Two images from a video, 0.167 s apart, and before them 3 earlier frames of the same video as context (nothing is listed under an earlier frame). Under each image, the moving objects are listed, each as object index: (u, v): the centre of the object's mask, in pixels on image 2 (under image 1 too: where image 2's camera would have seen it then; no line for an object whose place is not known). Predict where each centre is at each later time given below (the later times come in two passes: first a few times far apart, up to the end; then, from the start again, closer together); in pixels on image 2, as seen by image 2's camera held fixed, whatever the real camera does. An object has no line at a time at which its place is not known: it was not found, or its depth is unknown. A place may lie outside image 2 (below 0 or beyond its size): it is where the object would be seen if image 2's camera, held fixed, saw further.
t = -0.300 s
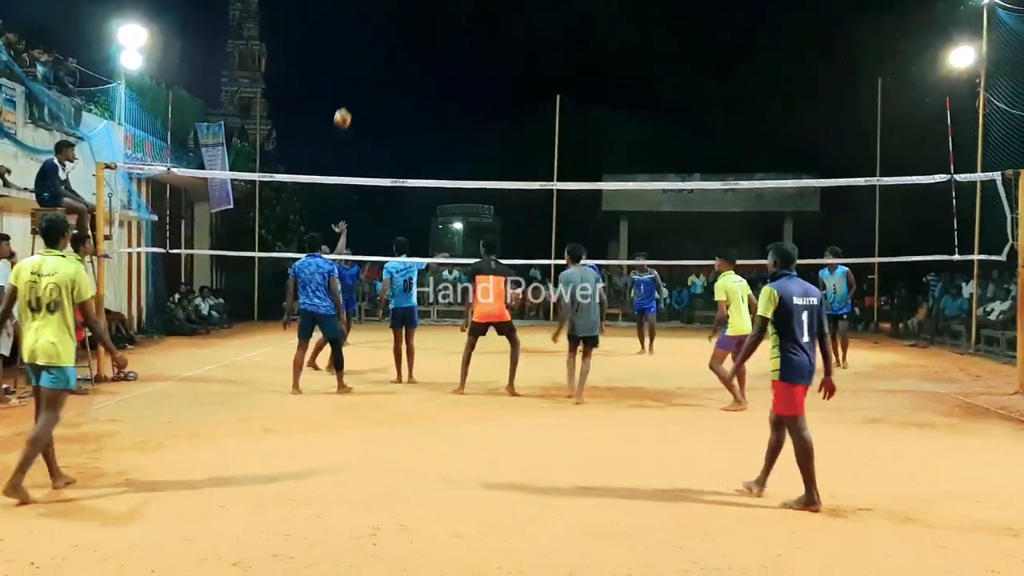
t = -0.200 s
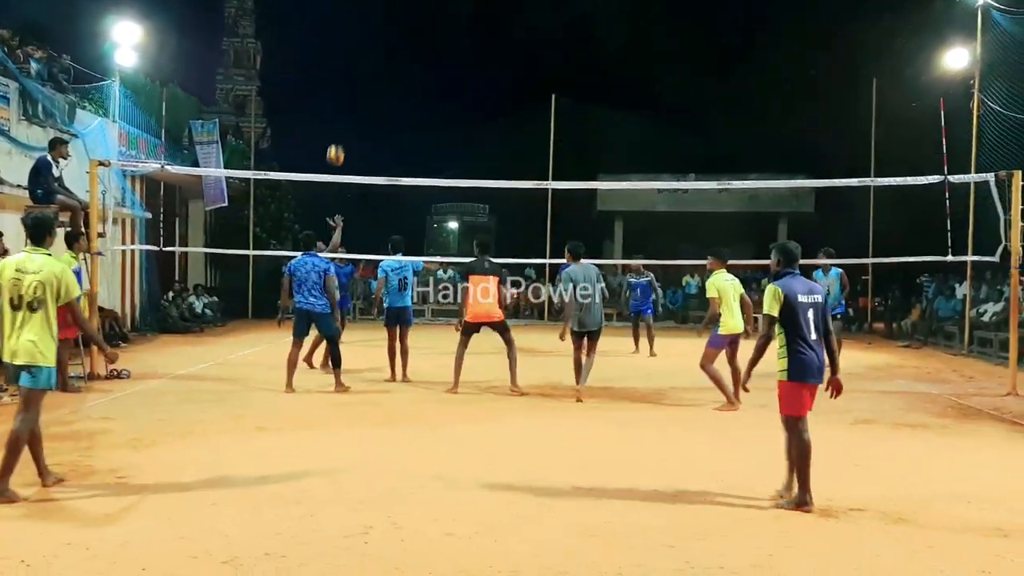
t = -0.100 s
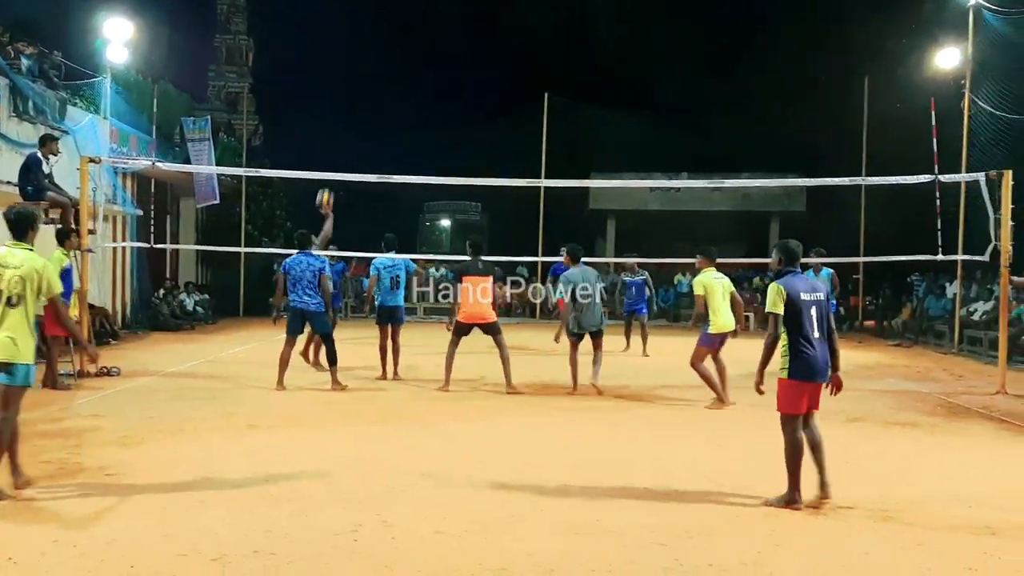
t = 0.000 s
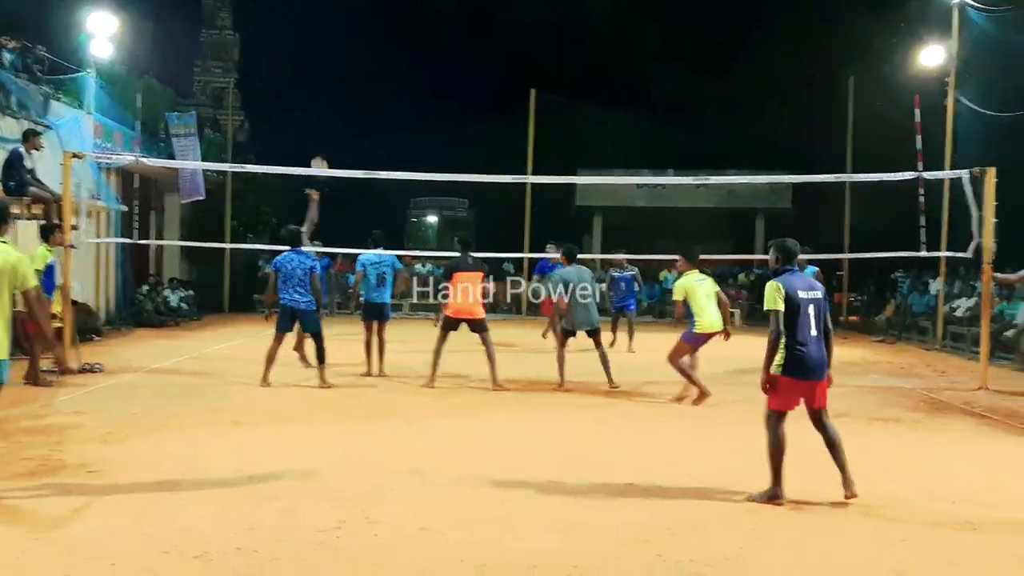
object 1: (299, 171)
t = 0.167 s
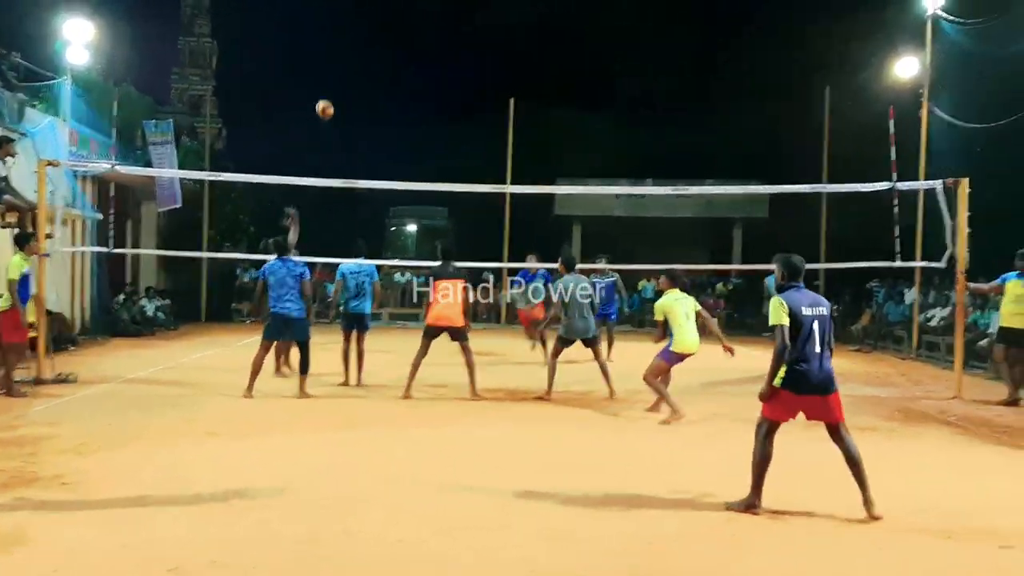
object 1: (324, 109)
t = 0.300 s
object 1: (341, 71)
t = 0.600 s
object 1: (380, 36)
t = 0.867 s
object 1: (416, 62)
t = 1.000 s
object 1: (434, 96)
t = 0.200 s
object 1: (329, 99)
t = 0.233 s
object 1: (333, 88)
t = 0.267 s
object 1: (337, 79)
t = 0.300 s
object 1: (341, 71)
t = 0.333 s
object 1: (345, 64)
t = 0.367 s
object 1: (349, 57)
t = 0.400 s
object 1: (353, 51)
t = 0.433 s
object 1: (358, 46)
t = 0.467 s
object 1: (363, 43)
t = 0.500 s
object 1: (367, 40)
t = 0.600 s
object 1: (380, 36)
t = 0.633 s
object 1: (385, 36)
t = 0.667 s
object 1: (390, 37)
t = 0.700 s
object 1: (394, 39)
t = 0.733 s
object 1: (398, 43)
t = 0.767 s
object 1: (403, 46)
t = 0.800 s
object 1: (408, 51)
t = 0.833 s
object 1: (412, 56)
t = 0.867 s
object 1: (416, 62)
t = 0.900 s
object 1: (421, 69)
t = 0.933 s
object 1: (425, 77)
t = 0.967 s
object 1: (430, 86)
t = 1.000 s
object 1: (434, 96)
